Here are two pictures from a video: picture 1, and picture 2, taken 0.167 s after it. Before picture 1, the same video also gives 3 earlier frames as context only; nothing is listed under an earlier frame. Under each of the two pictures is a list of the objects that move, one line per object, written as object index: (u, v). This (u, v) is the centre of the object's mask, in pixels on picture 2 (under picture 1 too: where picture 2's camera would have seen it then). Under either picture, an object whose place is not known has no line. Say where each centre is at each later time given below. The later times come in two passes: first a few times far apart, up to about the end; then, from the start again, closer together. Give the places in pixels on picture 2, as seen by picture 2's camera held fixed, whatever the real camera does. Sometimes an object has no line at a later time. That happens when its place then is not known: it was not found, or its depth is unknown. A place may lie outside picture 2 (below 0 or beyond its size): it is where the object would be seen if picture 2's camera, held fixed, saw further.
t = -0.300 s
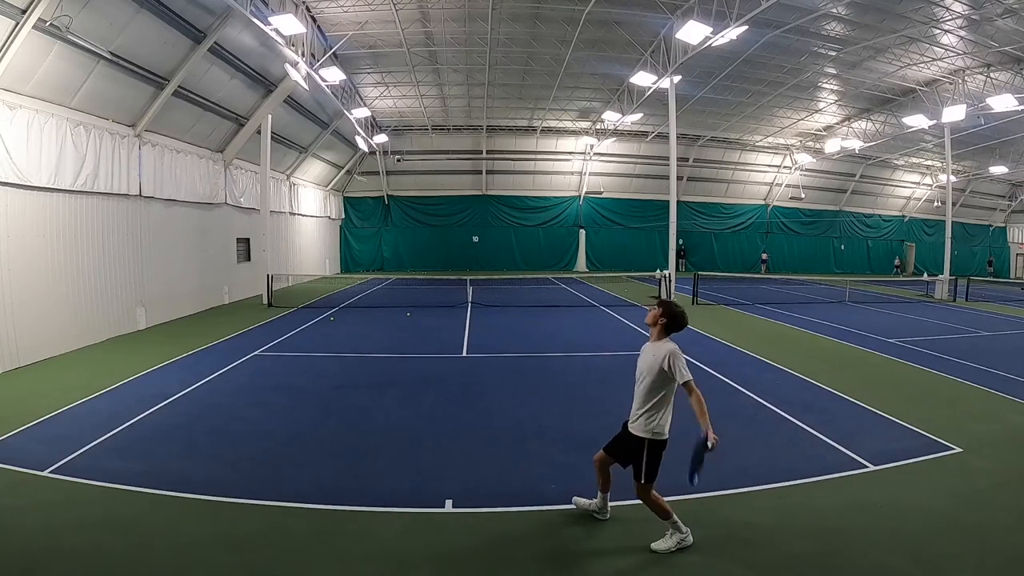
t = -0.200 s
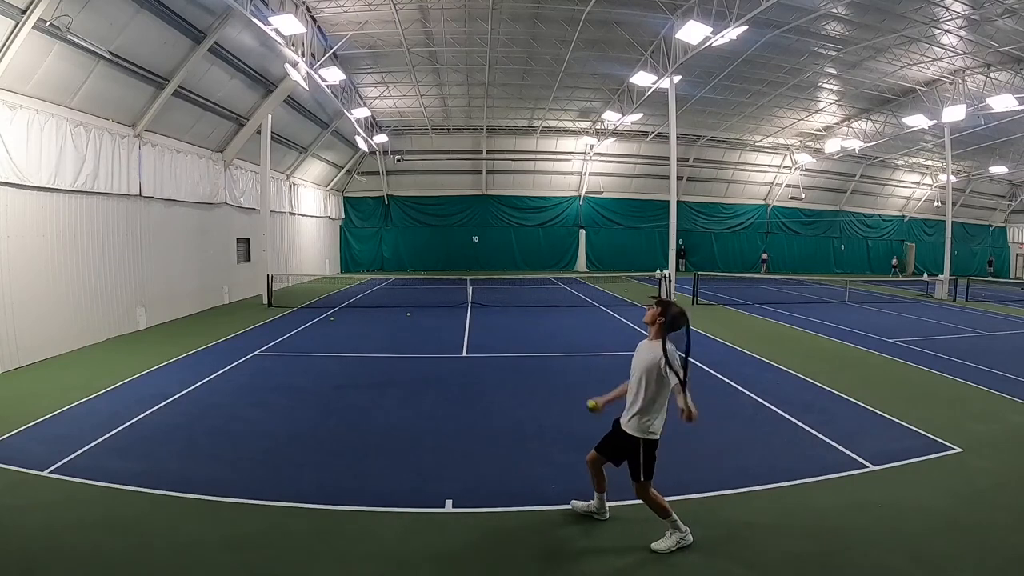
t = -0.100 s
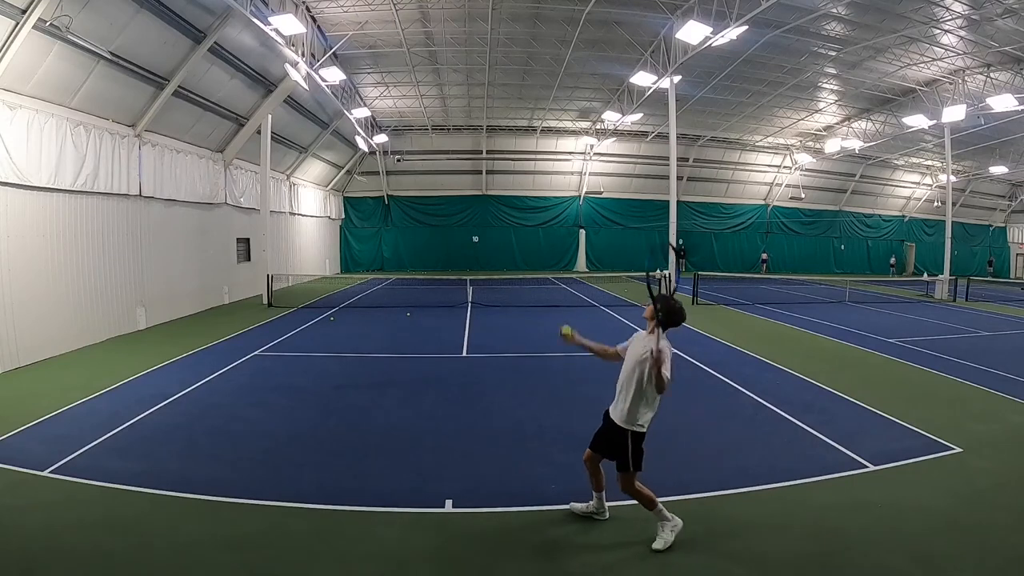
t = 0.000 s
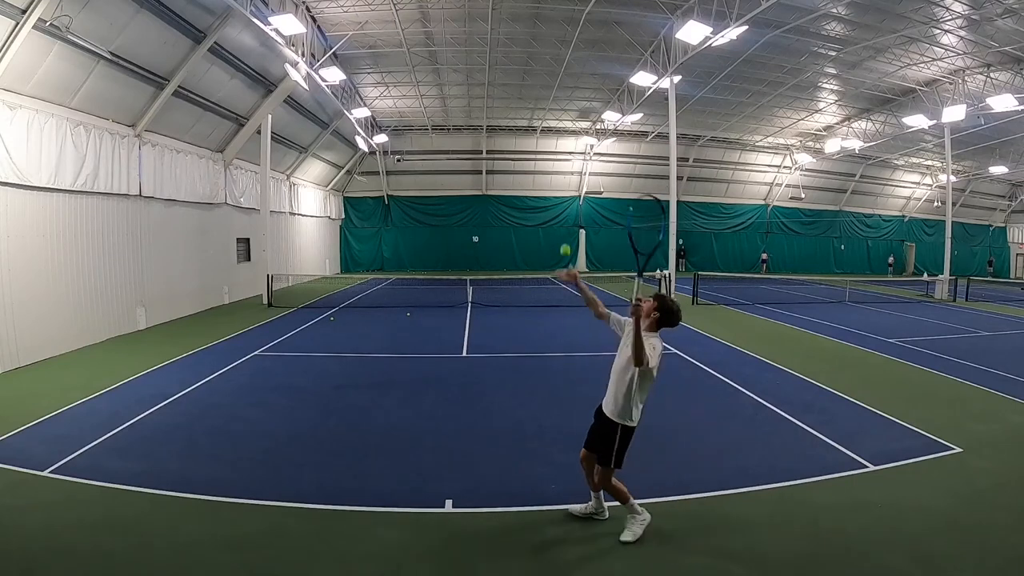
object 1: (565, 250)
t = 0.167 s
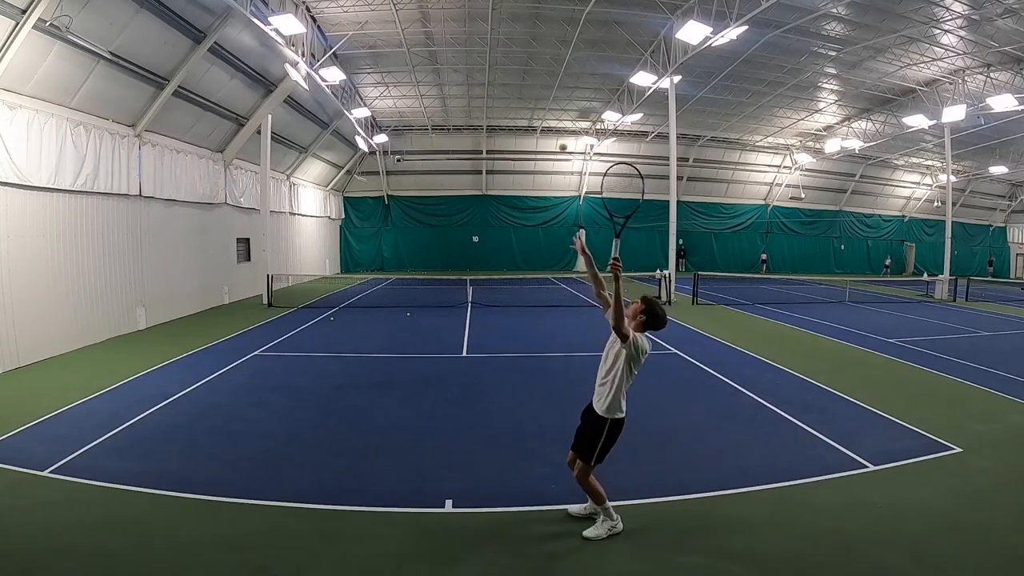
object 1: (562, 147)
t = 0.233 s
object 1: (562, 119)
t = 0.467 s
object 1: (558, 65)
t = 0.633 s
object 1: (556, 69)
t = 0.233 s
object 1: (562, 119)
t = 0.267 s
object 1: (561, 106)
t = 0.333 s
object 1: (560, 86)
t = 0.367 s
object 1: (560, 78)
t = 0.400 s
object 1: (559, 73)
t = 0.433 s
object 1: (559, 68)
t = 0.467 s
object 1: (558, 65)
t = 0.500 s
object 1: (558, 63)
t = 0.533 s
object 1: (557, 63)
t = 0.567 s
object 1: (557, 64)
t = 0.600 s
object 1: (556, 66)
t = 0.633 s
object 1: (556, 69)
